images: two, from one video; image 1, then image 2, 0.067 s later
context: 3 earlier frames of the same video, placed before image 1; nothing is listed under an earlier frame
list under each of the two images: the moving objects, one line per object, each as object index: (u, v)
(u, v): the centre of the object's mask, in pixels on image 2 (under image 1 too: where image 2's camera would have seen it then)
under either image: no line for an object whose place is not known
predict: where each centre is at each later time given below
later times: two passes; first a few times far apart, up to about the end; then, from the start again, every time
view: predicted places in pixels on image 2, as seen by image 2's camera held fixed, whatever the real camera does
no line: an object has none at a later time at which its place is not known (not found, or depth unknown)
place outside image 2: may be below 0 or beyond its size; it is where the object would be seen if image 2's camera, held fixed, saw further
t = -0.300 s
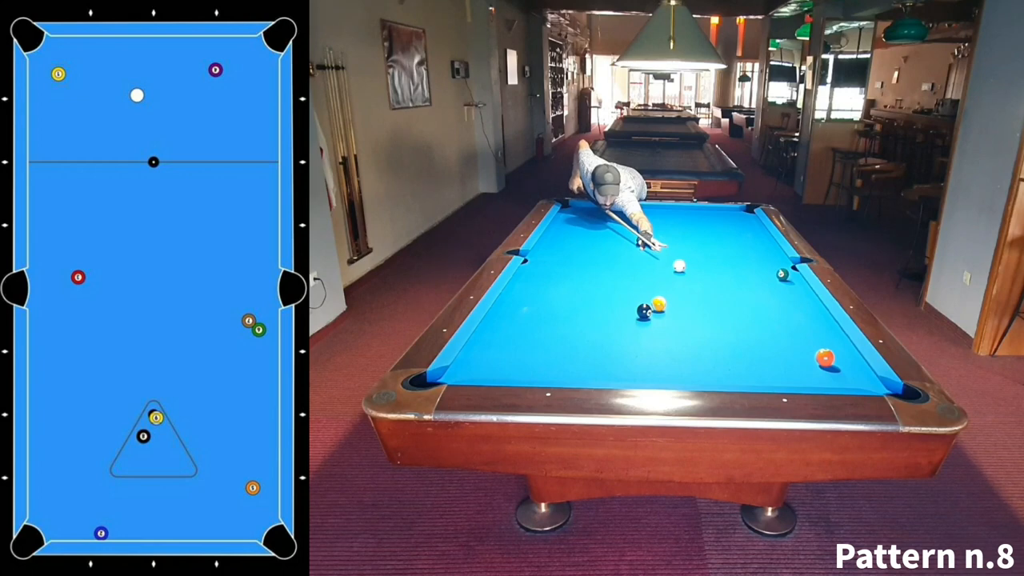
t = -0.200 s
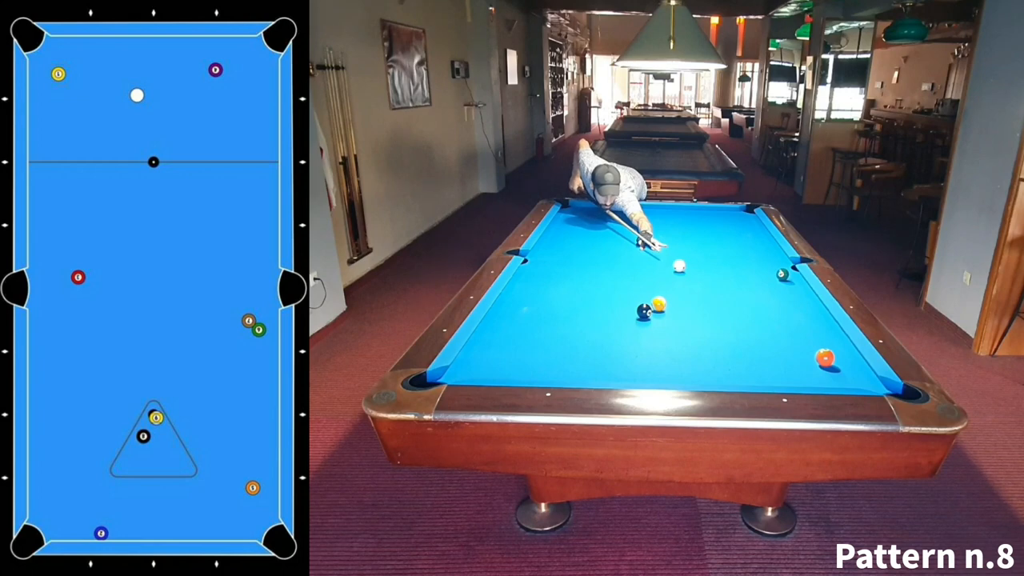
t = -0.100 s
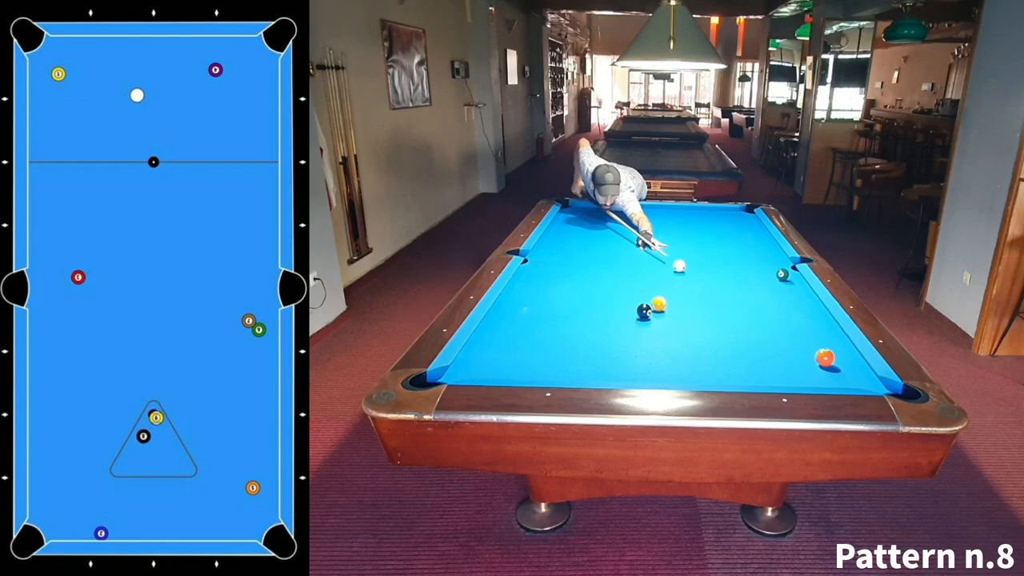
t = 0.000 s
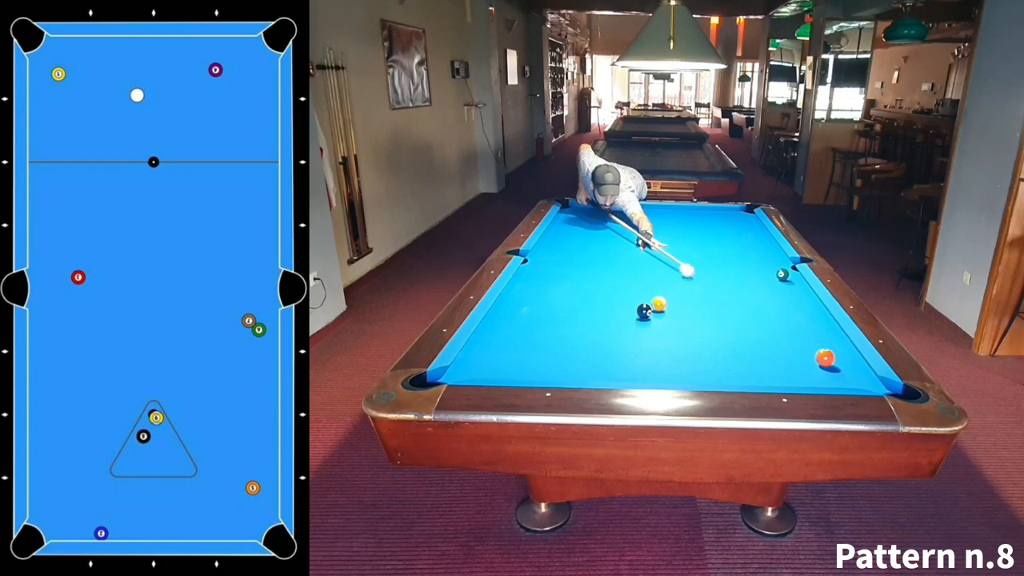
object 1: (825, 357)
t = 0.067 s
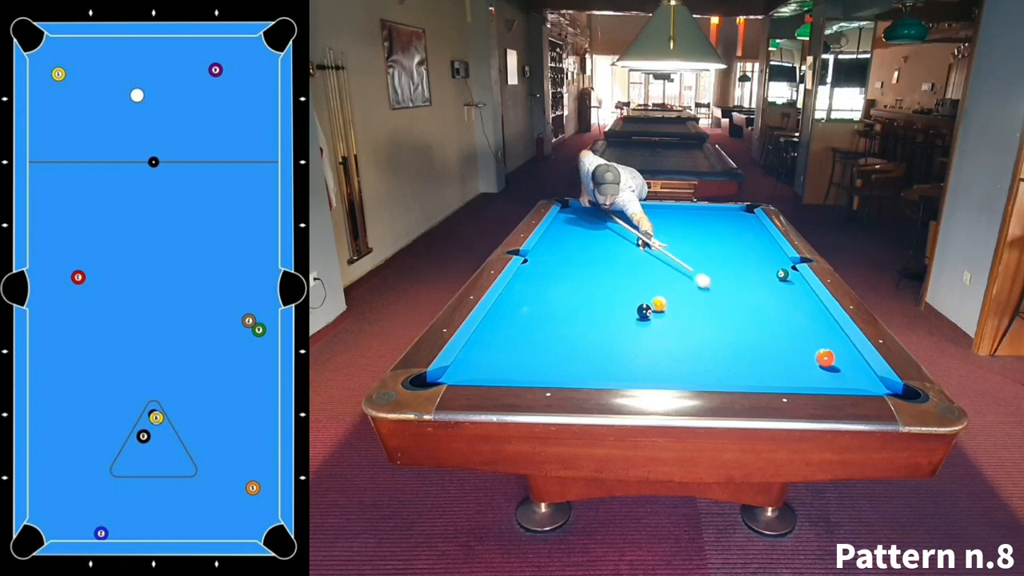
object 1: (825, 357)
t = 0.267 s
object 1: (825, 357)
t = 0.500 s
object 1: (856, 373)
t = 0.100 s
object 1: (825, 357)
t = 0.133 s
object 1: (825, 357)
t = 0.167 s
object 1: (825, 357)
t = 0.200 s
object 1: (825, 357)
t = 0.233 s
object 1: (825, 357)
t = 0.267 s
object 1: (825, 357)
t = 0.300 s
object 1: (825, 357)
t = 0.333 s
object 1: (825, 357)
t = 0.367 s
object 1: (825, 357)
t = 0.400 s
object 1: (825, 357)
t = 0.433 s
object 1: (826, 358)
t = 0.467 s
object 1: (841, 365)
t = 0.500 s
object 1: (856, 373)
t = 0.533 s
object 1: (871, 380)
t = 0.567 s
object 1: (887, 387)
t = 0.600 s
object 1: (901, 394)
